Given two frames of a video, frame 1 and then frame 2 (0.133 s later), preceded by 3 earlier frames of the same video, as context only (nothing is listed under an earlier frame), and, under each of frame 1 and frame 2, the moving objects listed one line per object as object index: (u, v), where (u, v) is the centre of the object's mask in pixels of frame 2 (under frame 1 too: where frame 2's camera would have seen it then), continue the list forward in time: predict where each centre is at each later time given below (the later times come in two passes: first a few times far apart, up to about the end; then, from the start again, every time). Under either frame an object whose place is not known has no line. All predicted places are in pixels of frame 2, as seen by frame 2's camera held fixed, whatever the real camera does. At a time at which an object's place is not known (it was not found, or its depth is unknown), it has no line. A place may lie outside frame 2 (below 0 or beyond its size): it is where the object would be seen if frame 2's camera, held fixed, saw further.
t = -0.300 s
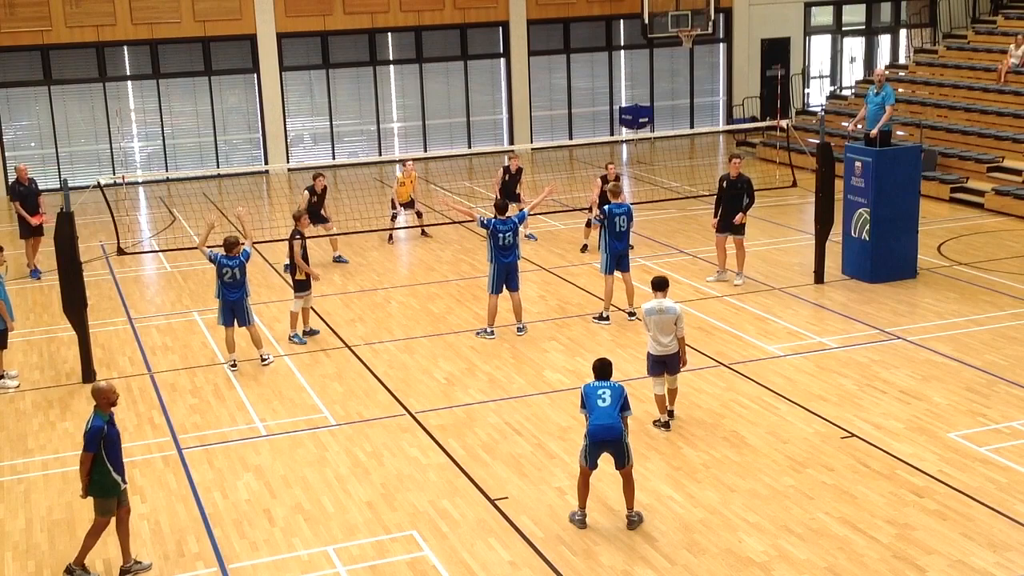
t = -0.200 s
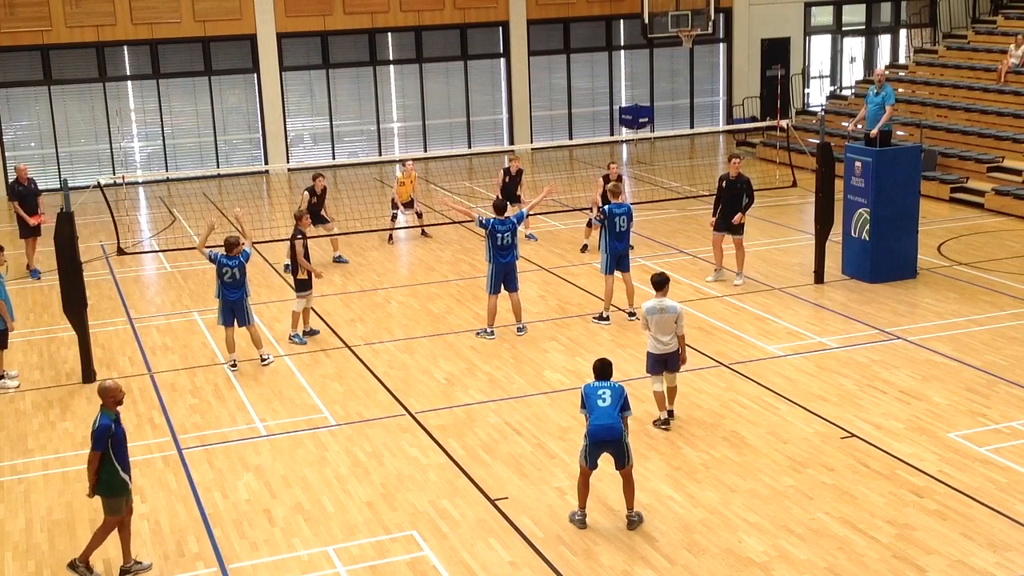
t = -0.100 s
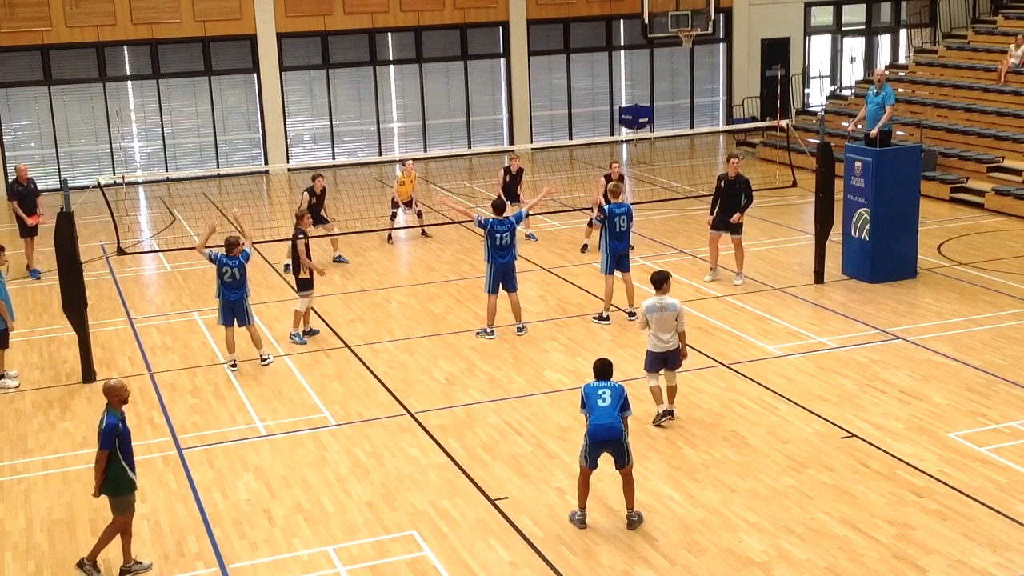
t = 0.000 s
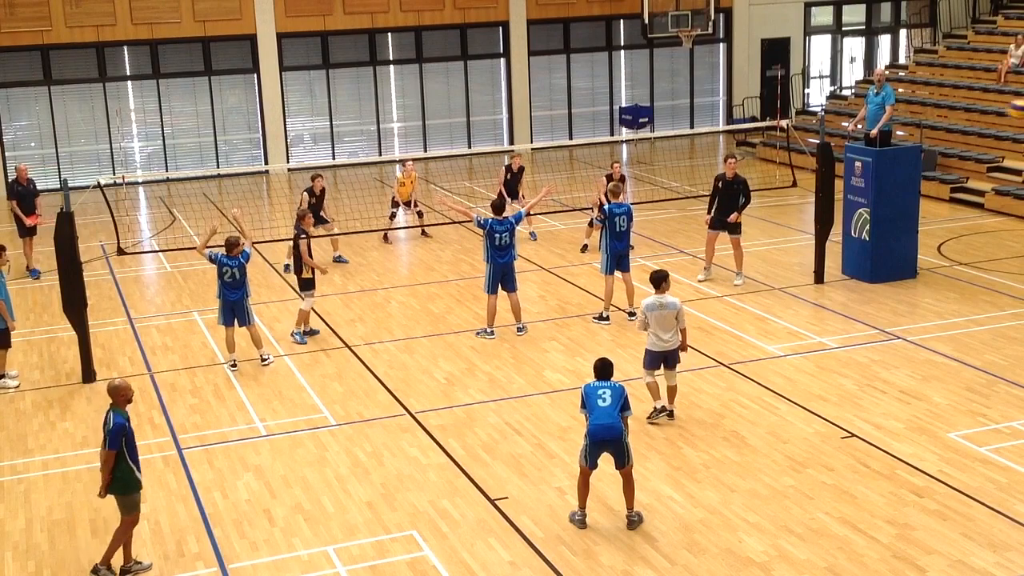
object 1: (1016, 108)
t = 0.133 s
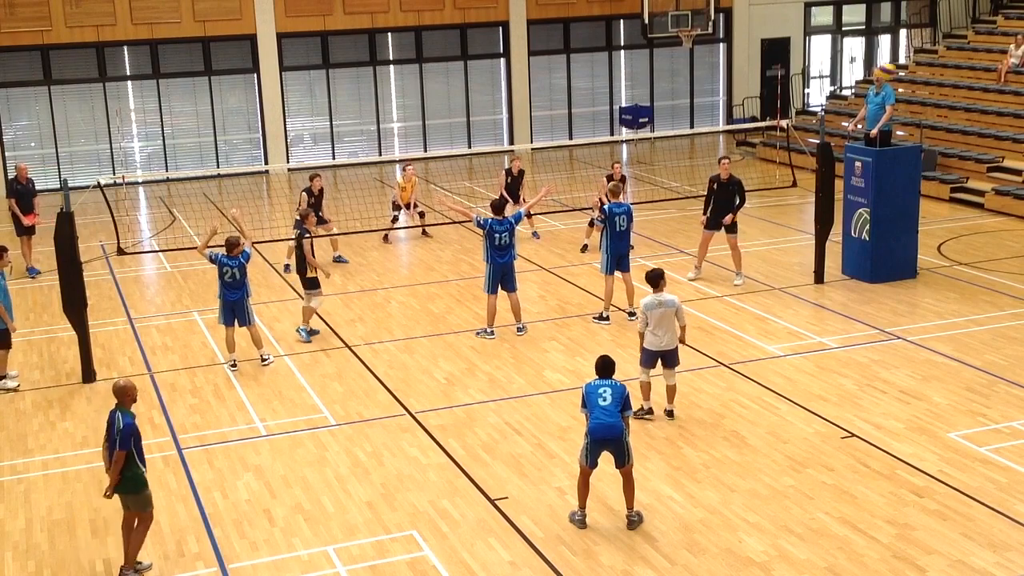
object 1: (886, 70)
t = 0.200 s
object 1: (828, 60)
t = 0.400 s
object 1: (692, 51)
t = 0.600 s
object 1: (595, 68)
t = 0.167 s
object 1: (855, 64)
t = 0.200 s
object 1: (828, 60)
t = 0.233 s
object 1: (802, 57)
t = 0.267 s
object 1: (777, 54)
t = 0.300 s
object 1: (755, 51)
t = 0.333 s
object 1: (732, 51)
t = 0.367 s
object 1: (711, 51)
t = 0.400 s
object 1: (692, 51)
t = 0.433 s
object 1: (673, 52)
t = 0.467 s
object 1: (656, 54)
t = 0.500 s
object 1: (640, 56)
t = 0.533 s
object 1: (624, 59)
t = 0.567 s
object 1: (609, 63)
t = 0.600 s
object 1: (595, 68)
